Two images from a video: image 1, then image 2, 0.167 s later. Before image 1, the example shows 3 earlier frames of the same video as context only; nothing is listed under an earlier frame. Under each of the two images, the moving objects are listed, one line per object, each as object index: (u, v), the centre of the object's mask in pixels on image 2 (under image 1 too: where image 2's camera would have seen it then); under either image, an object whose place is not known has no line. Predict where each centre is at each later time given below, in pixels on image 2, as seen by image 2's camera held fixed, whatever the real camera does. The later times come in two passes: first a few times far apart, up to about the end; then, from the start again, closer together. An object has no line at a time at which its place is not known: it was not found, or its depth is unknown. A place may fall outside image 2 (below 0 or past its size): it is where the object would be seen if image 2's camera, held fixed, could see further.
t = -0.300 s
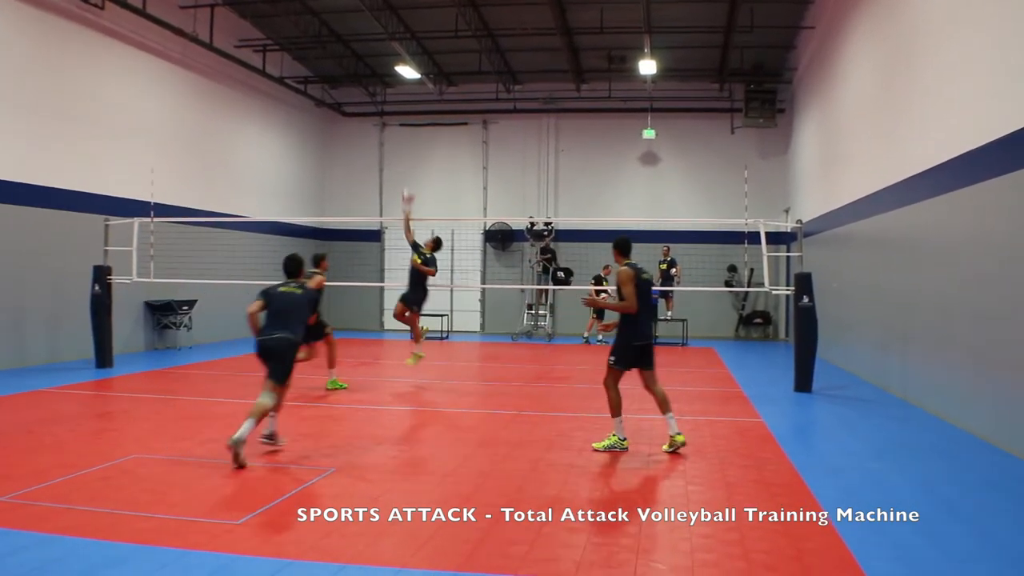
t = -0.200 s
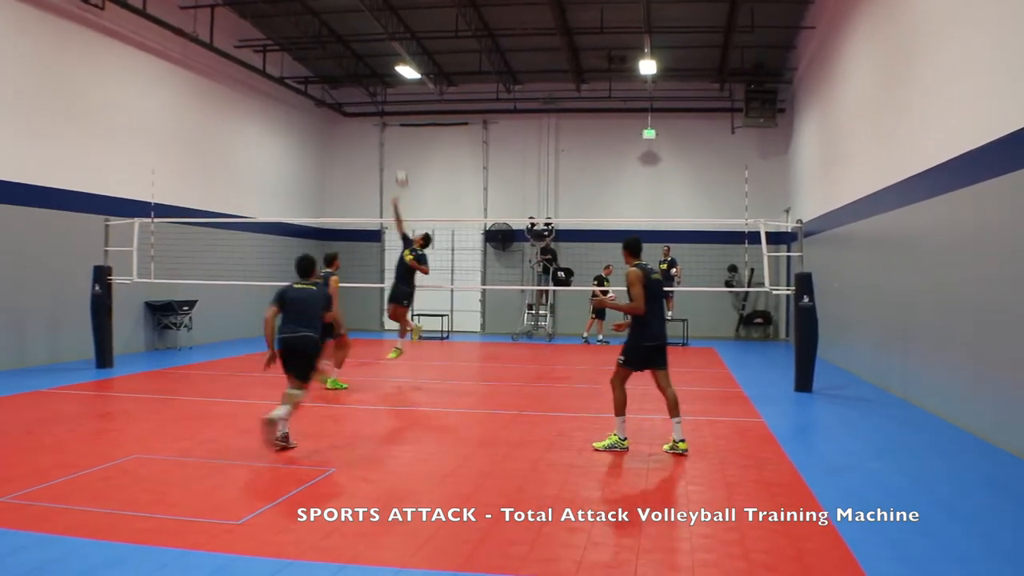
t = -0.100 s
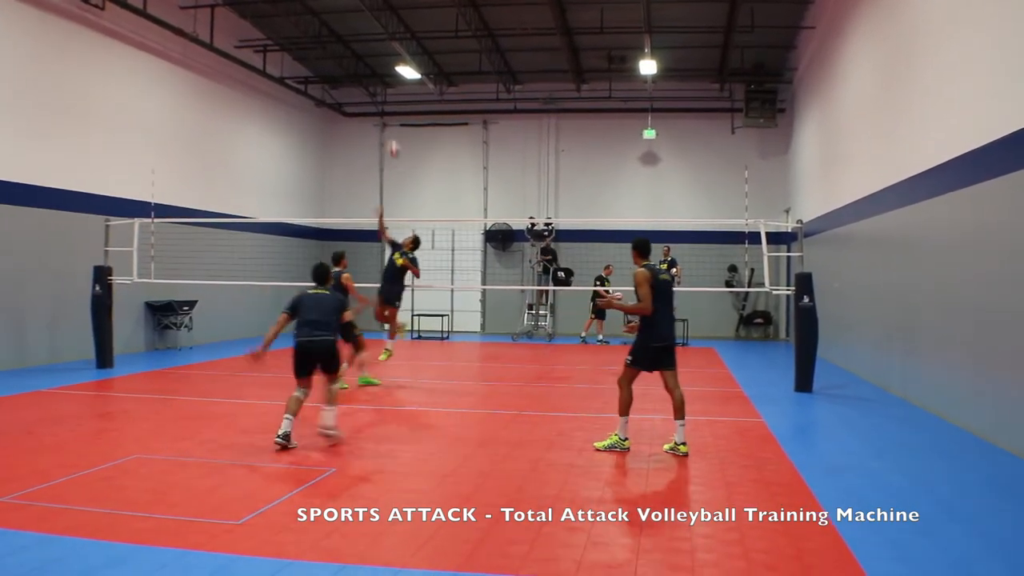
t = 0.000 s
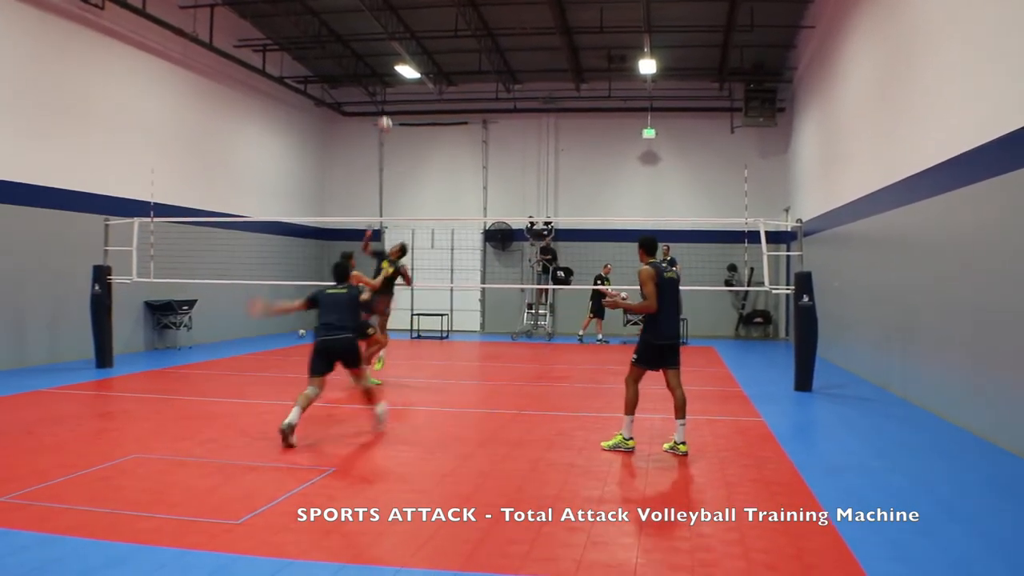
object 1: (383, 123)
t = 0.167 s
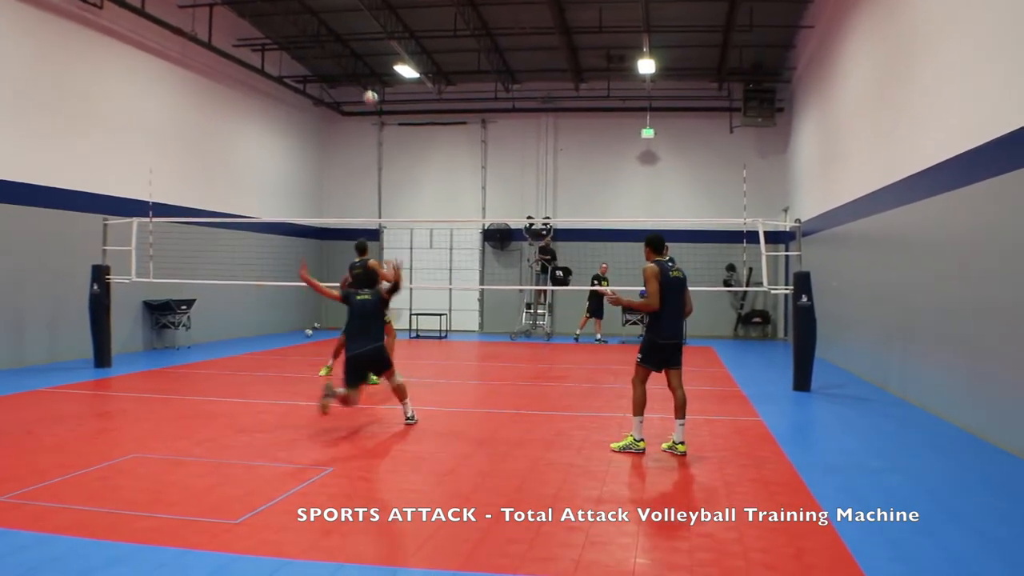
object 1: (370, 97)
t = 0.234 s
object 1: (365, 92)
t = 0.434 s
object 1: (348, 93)
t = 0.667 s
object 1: (325, 128)
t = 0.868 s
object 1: (303, 192)
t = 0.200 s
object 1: (367, 95)
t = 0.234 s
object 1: (365, 92)
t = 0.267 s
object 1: (362, 90)
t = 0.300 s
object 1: (359, 89)
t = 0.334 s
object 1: (356, 89)
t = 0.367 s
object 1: (353, 90)
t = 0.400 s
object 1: (350, 91)
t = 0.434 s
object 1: (348, 93)
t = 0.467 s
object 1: (344, 96)
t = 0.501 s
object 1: (341, 99)
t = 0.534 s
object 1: (338, 104)
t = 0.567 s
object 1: (335, 109)
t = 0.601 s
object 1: (332, 114)
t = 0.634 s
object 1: (328, 120)
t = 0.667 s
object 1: (325, 128)
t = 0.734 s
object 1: (318, 147)
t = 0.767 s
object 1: (315, 156)
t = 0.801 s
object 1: (312, 167)
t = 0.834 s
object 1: (308, 179)
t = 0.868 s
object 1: (303, 192)
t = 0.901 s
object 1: (300, 206)
